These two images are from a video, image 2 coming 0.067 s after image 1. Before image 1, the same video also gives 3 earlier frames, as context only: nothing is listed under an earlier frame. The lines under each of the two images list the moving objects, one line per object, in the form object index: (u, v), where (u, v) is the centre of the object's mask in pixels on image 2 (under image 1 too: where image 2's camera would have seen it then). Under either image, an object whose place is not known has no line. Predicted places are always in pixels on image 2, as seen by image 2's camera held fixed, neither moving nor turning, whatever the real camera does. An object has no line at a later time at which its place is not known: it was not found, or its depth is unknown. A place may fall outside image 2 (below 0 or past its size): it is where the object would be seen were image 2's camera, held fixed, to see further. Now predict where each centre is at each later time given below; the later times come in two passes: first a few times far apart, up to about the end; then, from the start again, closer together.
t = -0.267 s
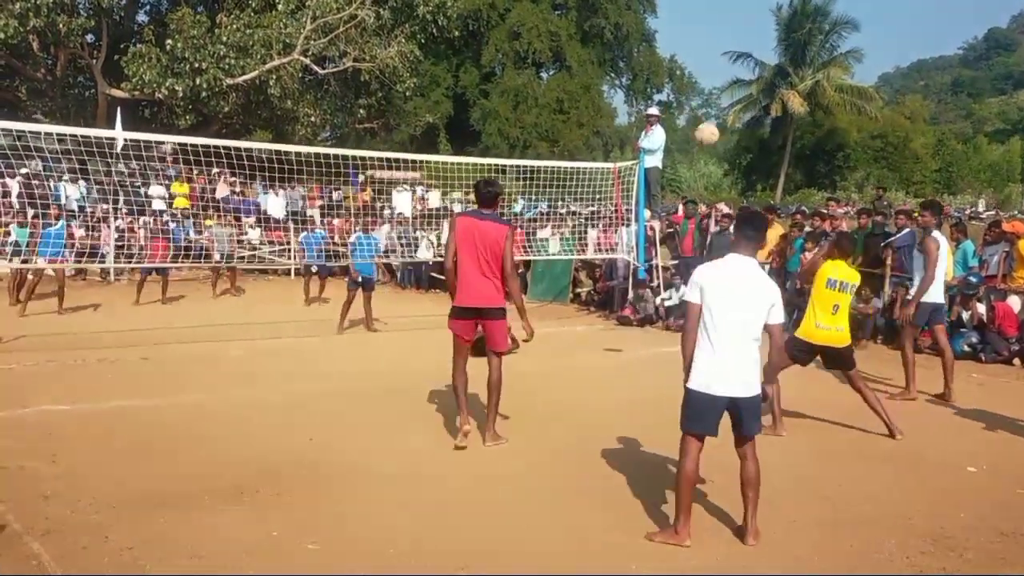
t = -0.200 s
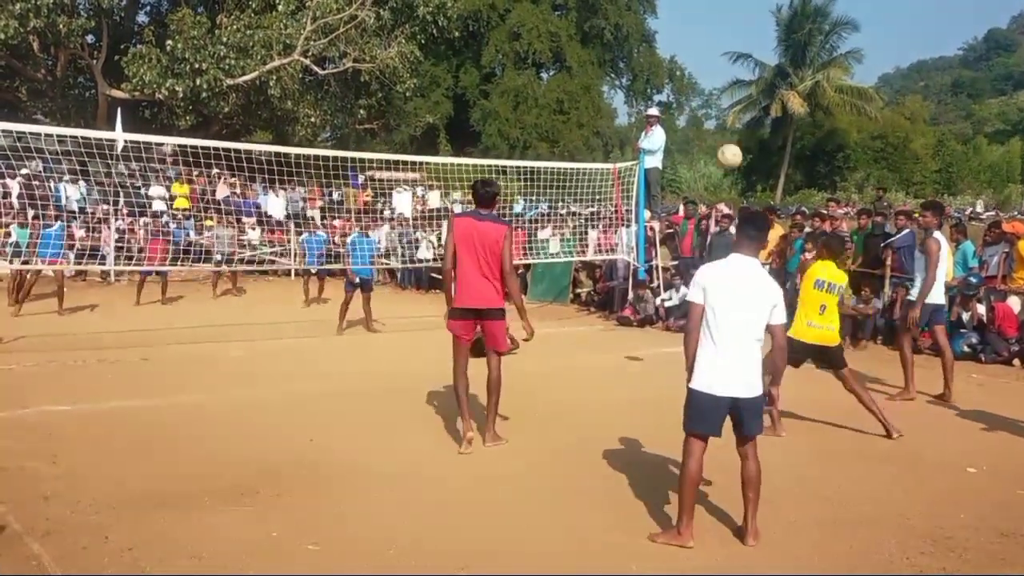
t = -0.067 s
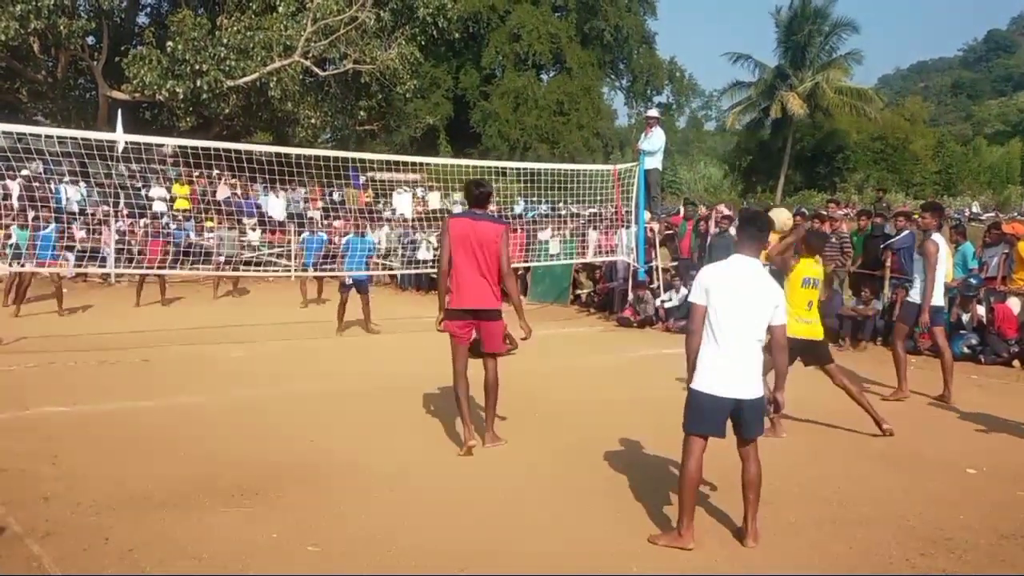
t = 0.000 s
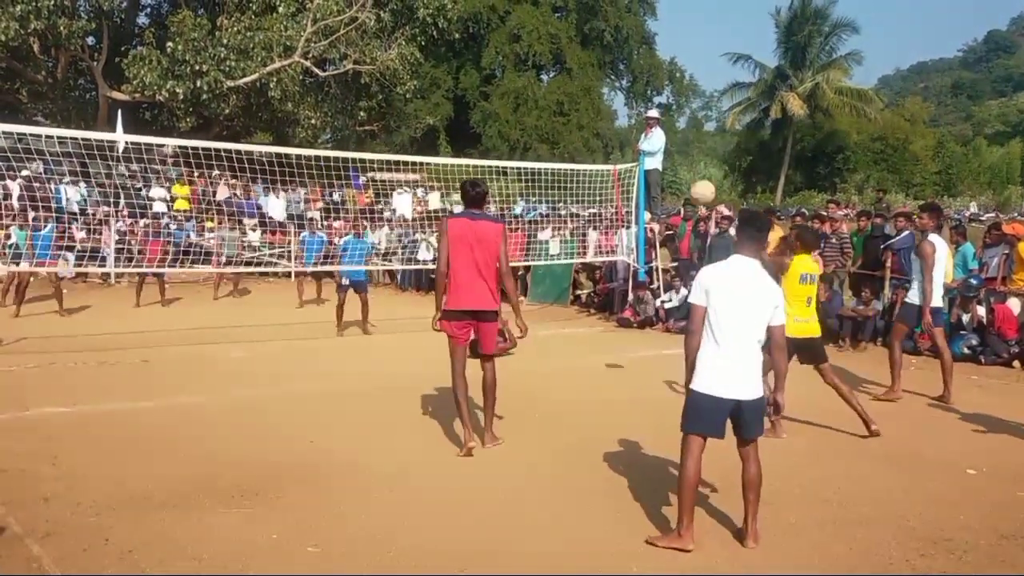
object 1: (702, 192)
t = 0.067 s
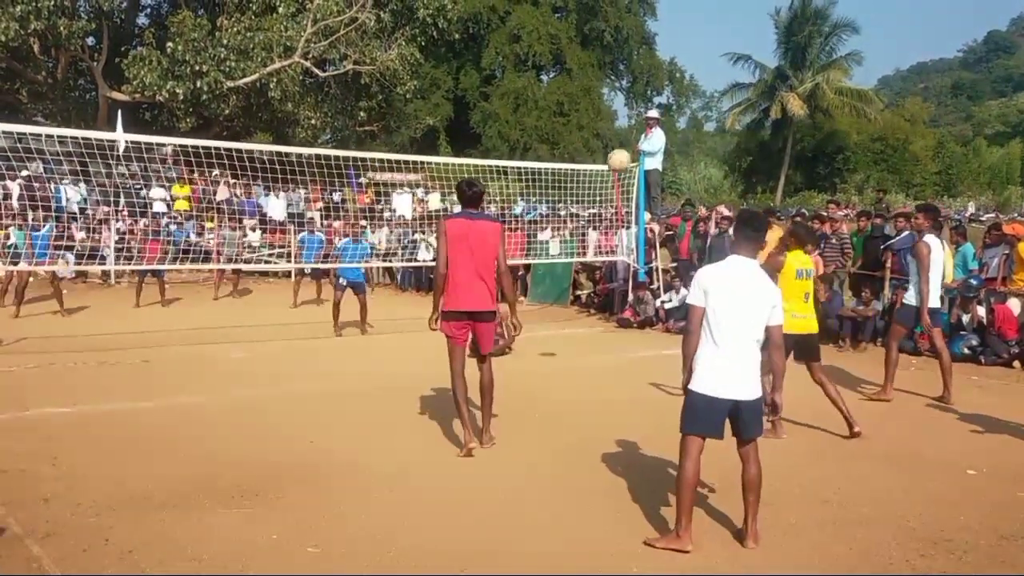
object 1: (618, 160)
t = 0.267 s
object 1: (421, 105)
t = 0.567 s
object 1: (215, 98)
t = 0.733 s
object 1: (130, 124)
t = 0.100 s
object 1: (581, 147)
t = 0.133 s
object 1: (545, 135)
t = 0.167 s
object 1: (511, 126)
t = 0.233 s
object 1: (449, 112)
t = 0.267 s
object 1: (421, 105)
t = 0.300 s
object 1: (394, 101)
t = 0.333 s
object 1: (368, 97)
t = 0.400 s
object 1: (320, 93)
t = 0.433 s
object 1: (297, 92)
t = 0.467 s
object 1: (275, 92)
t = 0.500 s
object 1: (255, 94)
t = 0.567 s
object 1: (215, 98)
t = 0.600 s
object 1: (197, 101)
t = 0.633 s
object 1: (179, 106)
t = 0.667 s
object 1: (162, 112)
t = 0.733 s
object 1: (130, 124)
